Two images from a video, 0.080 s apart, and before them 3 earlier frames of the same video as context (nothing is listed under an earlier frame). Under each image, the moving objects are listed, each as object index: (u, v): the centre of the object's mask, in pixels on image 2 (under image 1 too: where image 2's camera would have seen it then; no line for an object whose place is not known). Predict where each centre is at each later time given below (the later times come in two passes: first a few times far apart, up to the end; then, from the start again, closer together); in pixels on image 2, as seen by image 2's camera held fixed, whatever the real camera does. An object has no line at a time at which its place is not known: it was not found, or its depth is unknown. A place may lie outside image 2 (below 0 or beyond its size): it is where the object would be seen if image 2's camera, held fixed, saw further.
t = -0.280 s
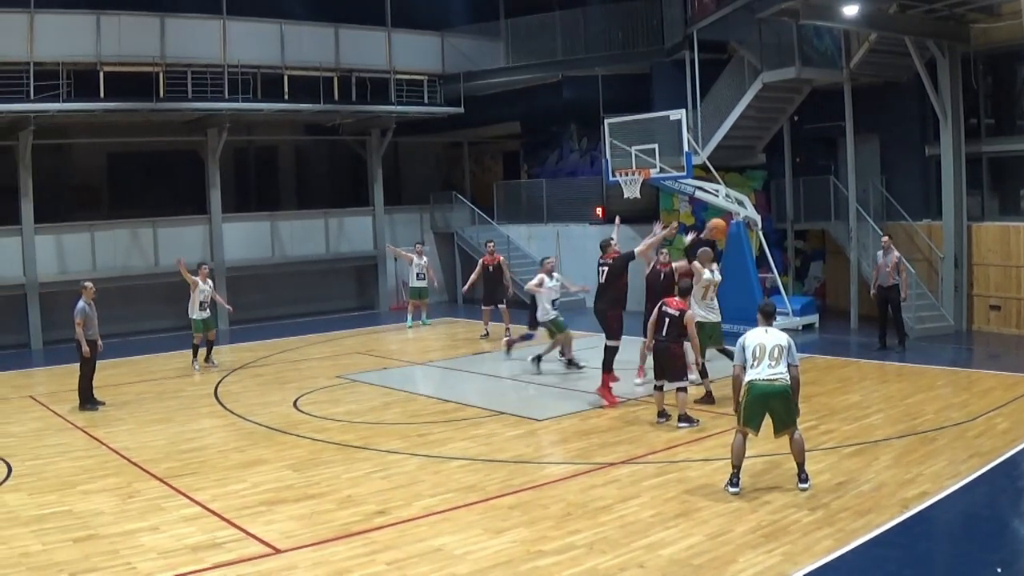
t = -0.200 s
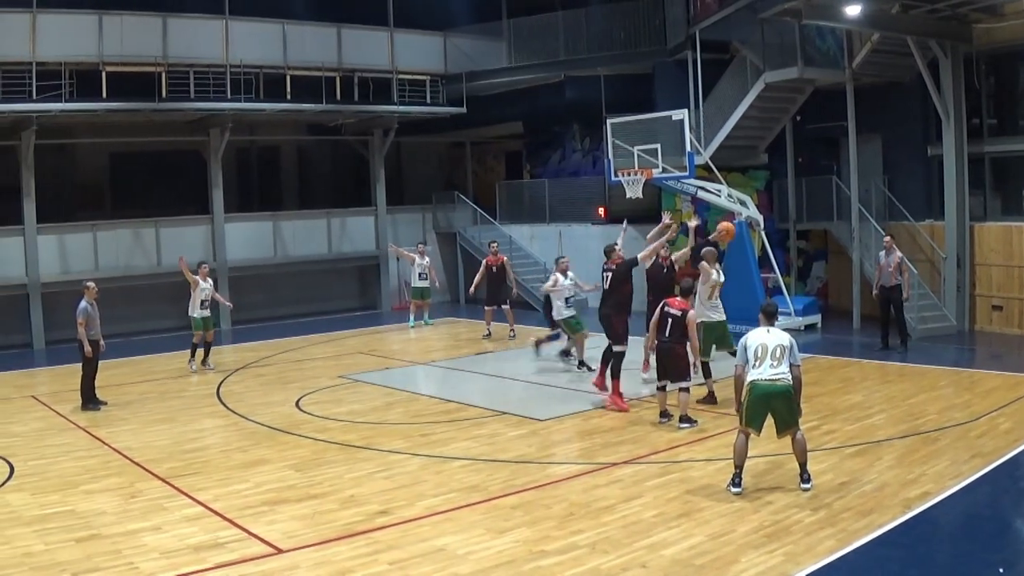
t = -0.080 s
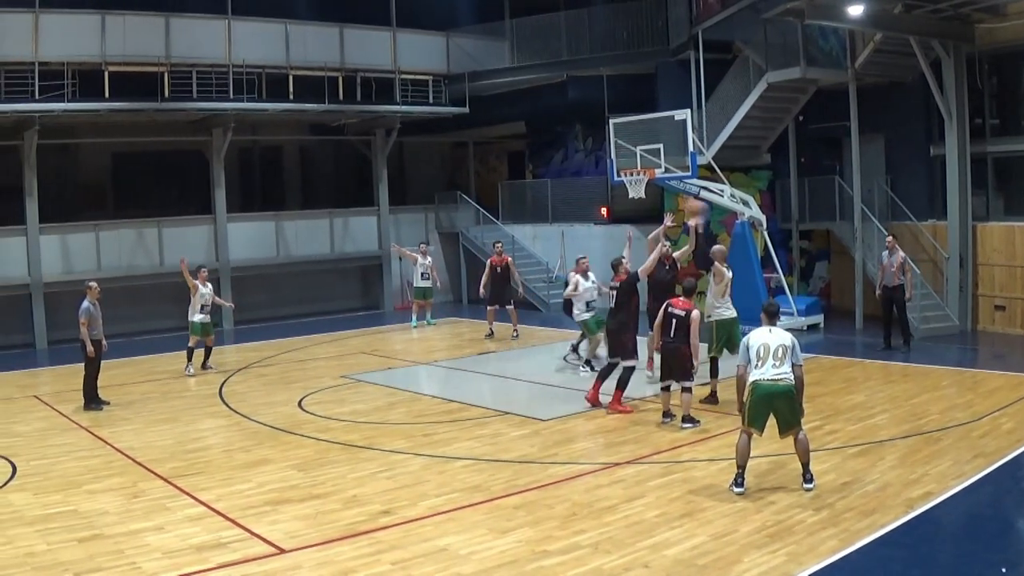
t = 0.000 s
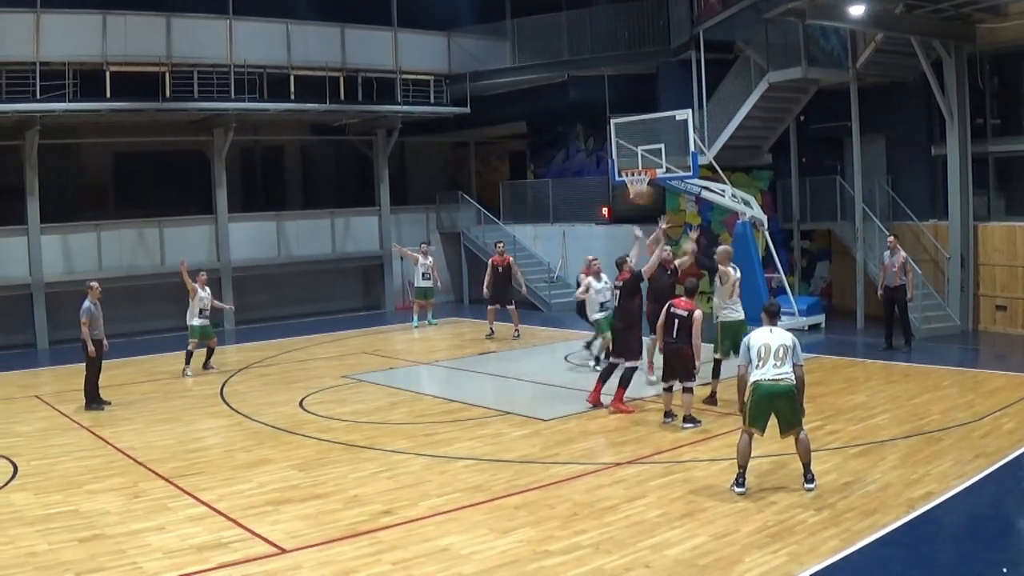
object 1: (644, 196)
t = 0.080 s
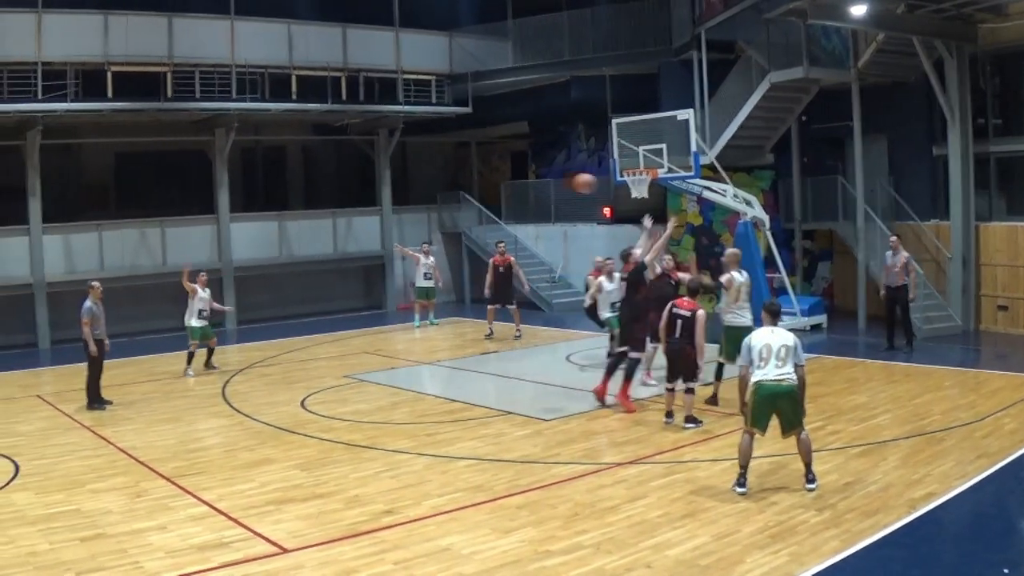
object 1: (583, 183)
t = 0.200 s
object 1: (507, 178)
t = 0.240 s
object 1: (484, 179)
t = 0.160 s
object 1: (531, 178)
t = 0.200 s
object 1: (507, 178)
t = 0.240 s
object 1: (484, 179)
